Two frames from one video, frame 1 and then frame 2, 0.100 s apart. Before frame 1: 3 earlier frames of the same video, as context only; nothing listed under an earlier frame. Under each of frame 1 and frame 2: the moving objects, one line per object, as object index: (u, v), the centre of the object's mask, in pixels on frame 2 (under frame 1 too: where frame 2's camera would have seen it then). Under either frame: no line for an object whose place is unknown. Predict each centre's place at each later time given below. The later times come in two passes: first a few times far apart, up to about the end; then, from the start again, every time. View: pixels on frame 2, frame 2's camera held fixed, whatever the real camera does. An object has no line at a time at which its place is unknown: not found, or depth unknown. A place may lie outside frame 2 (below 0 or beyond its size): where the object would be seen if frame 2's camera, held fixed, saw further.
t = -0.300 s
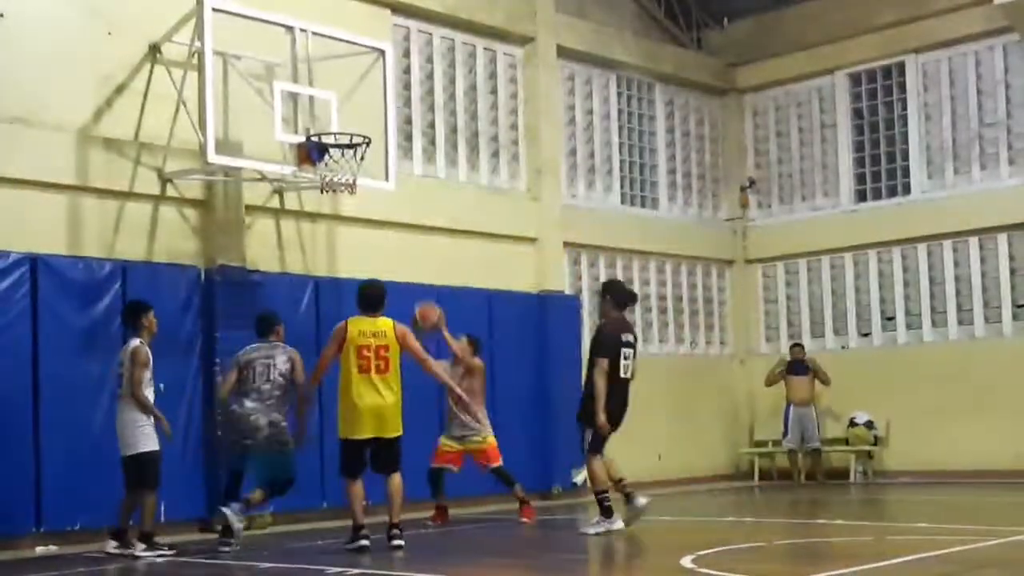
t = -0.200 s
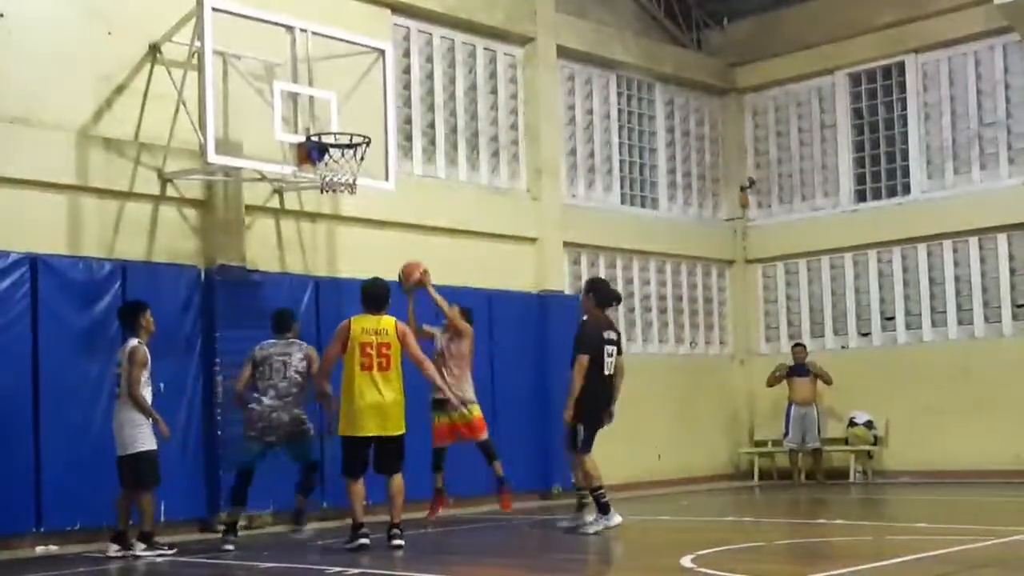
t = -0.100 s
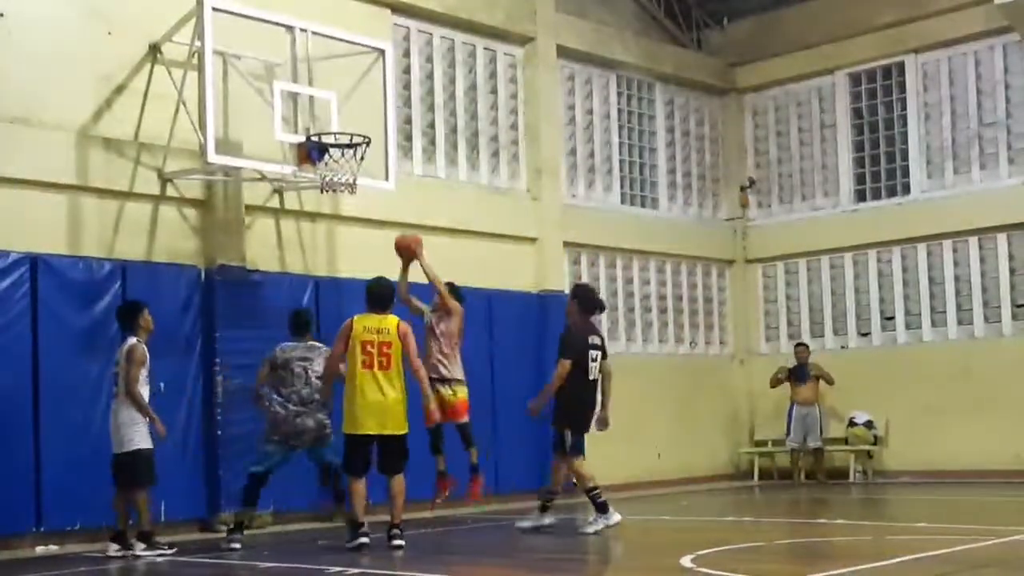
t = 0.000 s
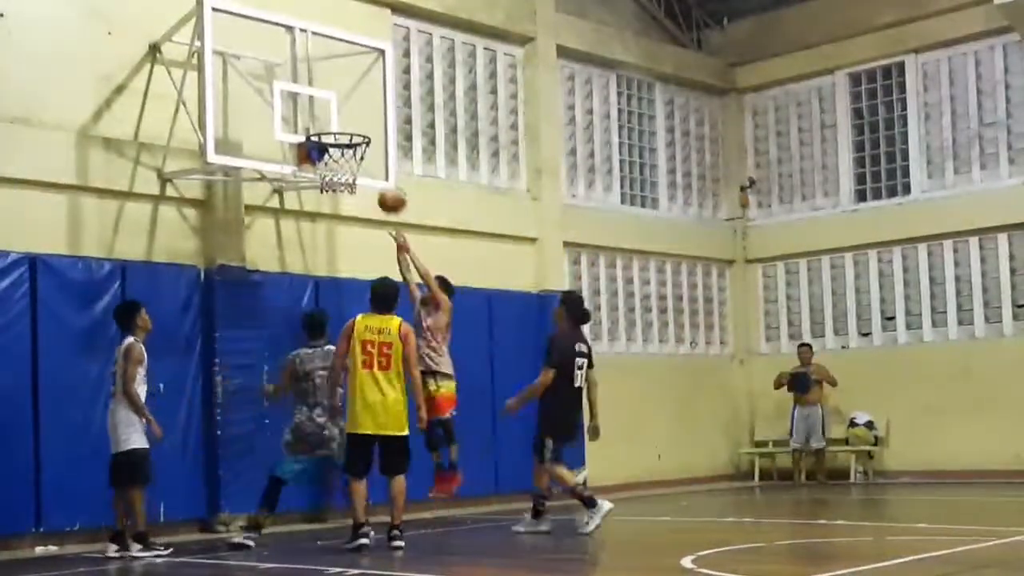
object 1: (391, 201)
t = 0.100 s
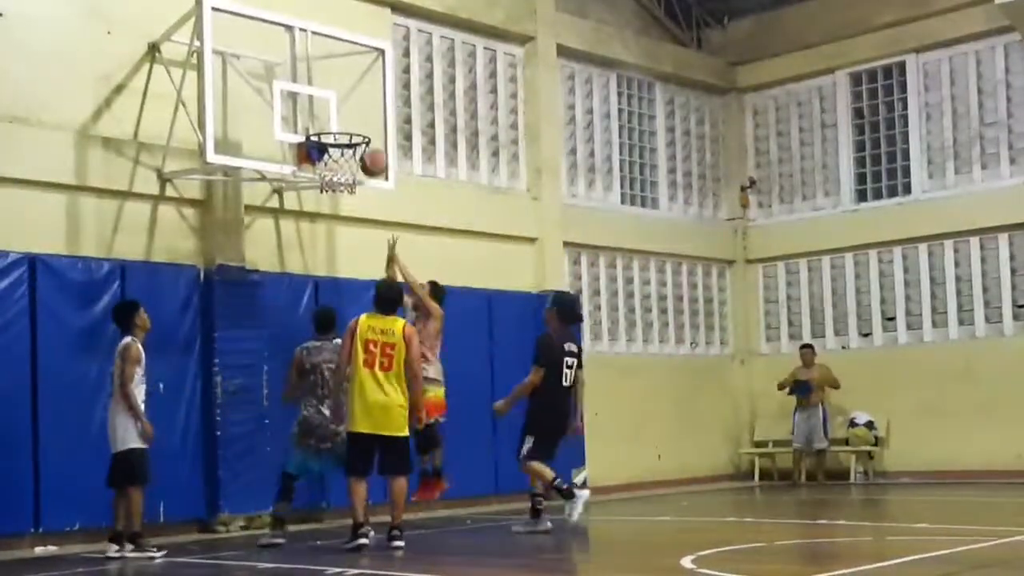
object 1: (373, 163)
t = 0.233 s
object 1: (353, 133)
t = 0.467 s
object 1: (335, 132)
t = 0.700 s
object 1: (334, 164)
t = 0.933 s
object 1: (341, 190)
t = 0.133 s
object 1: (369, 156)
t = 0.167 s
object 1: (363, 147)
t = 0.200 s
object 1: (356, 138)
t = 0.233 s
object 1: (353, 133)
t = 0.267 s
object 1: (351, 131)
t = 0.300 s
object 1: (348, 126)
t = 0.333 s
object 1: (345, 124)
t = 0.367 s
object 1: (343, 124)
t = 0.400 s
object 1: (340, 125)
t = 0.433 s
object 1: (338, 127)
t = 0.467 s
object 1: (335, 132)
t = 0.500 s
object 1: (332, 136)
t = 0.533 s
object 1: (330, 145)
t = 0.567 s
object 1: (328, 152)
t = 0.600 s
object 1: (328, 158)
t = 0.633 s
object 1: (330, 161)
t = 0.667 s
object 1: (332, 162)
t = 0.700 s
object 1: (334, 164)
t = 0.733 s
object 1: (338, 168)
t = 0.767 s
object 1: (341, 172)
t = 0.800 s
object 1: (344, 177)
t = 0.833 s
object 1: (345, 180)
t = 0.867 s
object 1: (344, 183)
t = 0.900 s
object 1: (342, 186)
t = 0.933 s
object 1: (341, 190)
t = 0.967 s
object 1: (338, 195)
